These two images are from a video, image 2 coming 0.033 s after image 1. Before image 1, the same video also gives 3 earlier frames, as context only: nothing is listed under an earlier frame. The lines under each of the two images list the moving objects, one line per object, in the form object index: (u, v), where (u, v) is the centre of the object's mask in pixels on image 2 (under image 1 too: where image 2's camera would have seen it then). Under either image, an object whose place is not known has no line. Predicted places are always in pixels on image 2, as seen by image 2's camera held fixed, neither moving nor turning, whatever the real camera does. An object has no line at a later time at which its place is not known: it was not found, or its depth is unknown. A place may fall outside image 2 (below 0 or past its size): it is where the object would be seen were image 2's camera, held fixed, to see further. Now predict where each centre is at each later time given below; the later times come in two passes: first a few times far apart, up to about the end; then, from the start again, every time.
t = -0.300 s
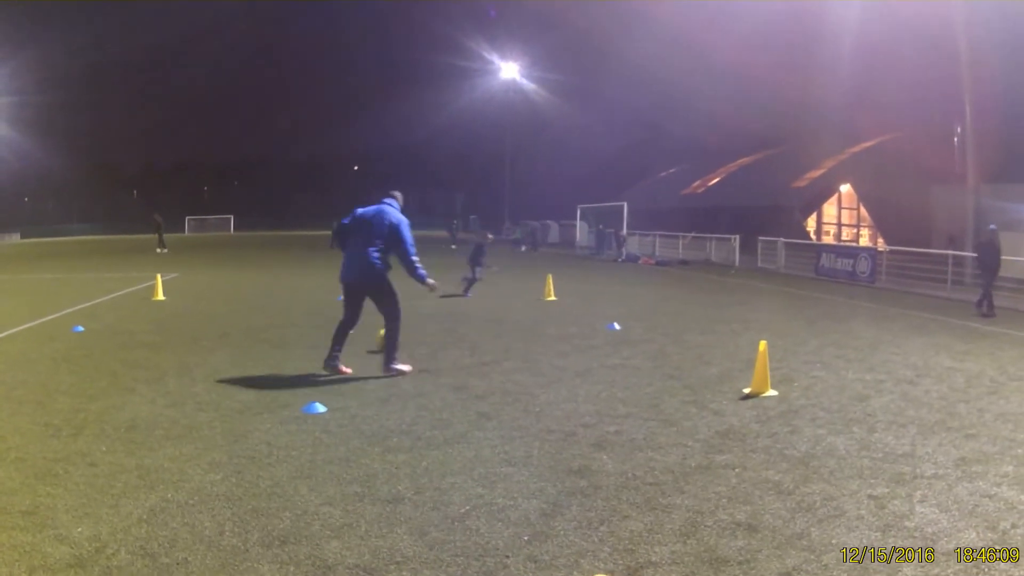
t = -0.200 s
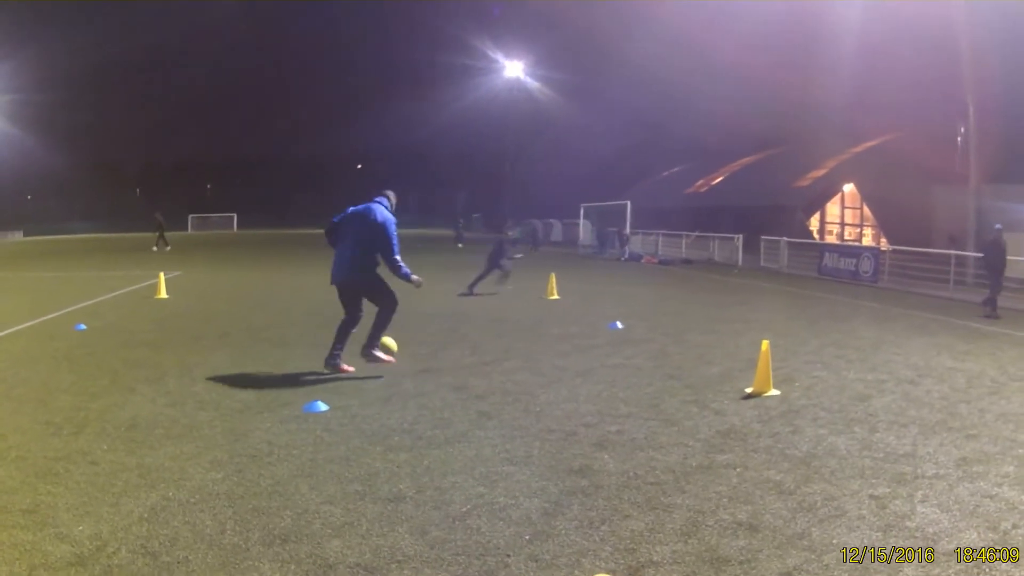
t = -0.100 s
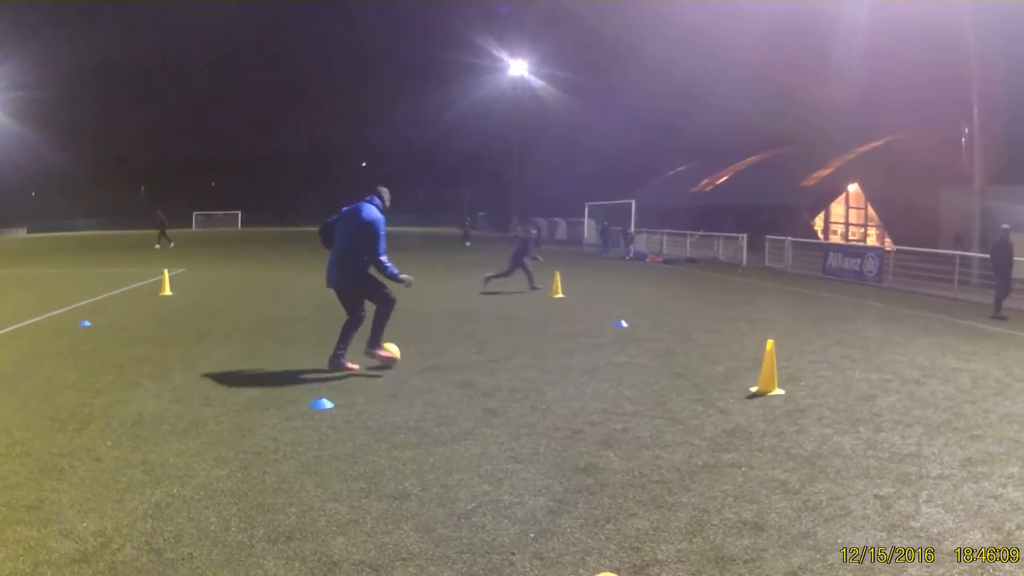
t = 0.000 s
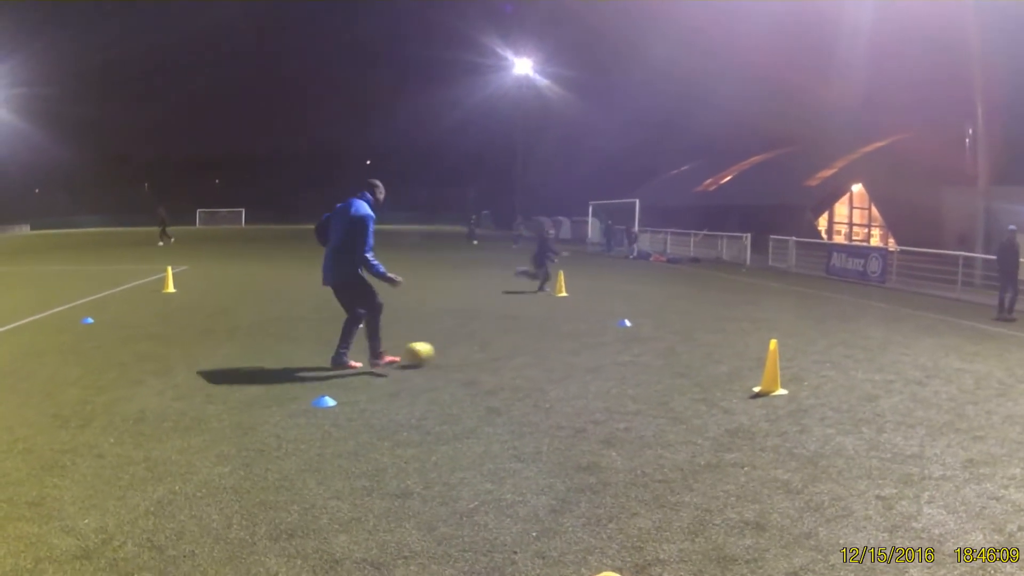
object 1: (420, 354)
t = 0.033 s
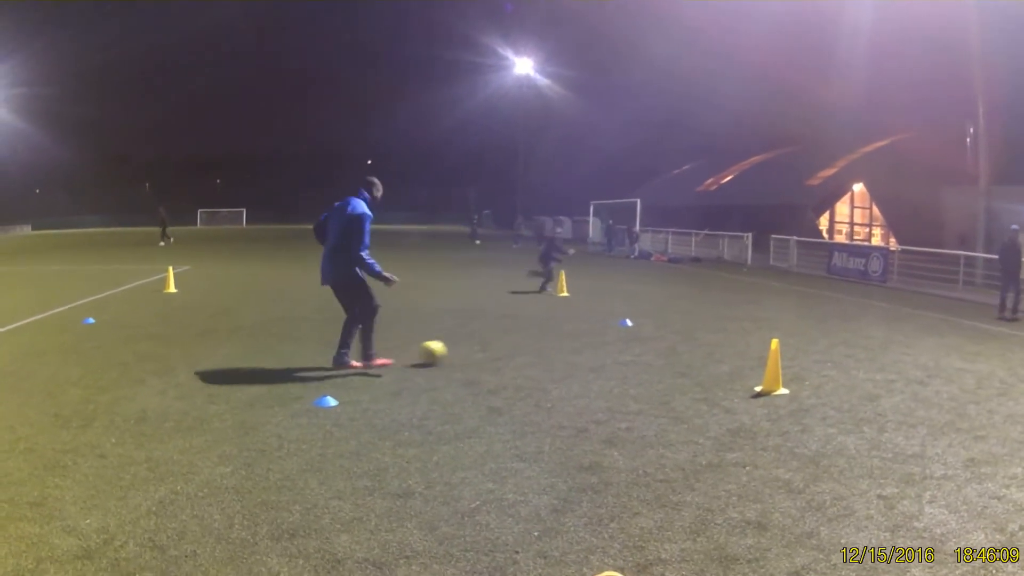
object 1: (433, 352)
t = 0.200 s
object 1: (485, 348)
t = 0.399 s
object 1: (531, 342)
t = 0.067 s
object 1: (444, 351)
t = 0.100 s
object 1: (456, 350)
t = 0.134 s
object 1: (466, 349)
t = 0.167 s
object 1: (476, 348)
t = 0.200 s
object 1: (485, 348)
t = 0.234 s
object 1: (494, 347)
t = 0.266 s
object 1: (502, 345)
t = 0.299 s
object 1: (510, 345)
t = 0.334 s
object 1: (517, 344)
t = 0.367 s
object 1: (524, 344)
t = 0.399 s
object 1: (531, 342)
